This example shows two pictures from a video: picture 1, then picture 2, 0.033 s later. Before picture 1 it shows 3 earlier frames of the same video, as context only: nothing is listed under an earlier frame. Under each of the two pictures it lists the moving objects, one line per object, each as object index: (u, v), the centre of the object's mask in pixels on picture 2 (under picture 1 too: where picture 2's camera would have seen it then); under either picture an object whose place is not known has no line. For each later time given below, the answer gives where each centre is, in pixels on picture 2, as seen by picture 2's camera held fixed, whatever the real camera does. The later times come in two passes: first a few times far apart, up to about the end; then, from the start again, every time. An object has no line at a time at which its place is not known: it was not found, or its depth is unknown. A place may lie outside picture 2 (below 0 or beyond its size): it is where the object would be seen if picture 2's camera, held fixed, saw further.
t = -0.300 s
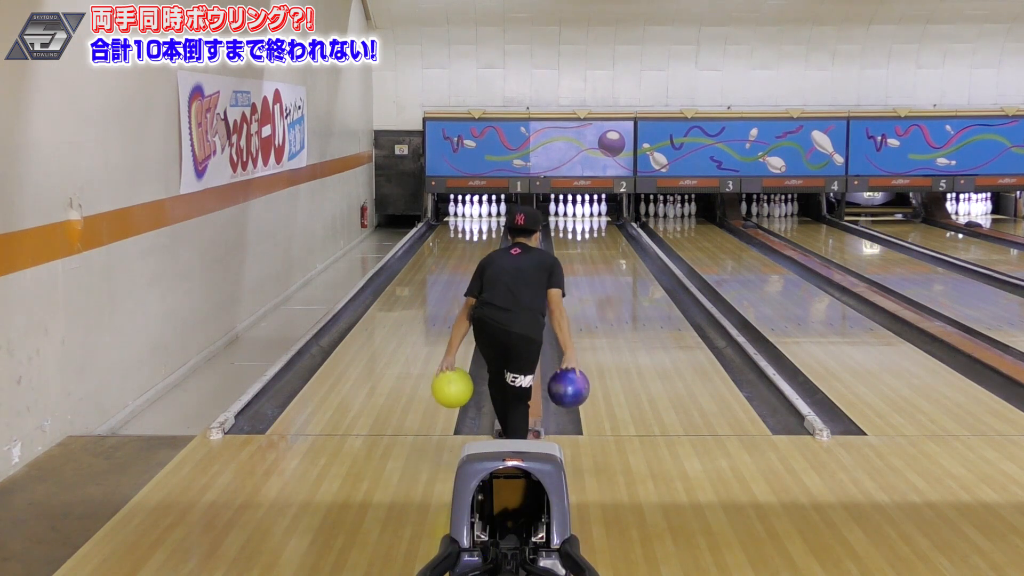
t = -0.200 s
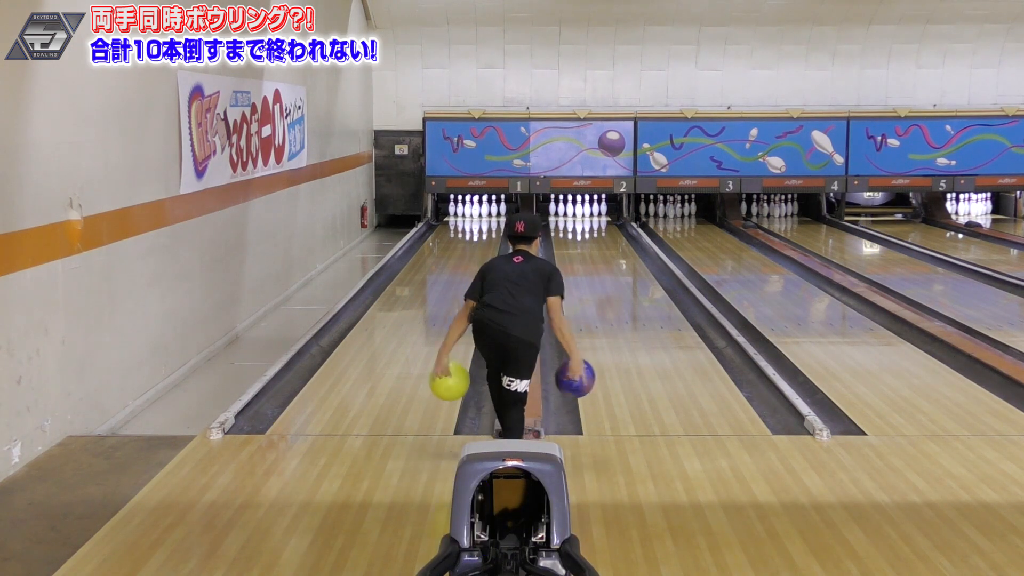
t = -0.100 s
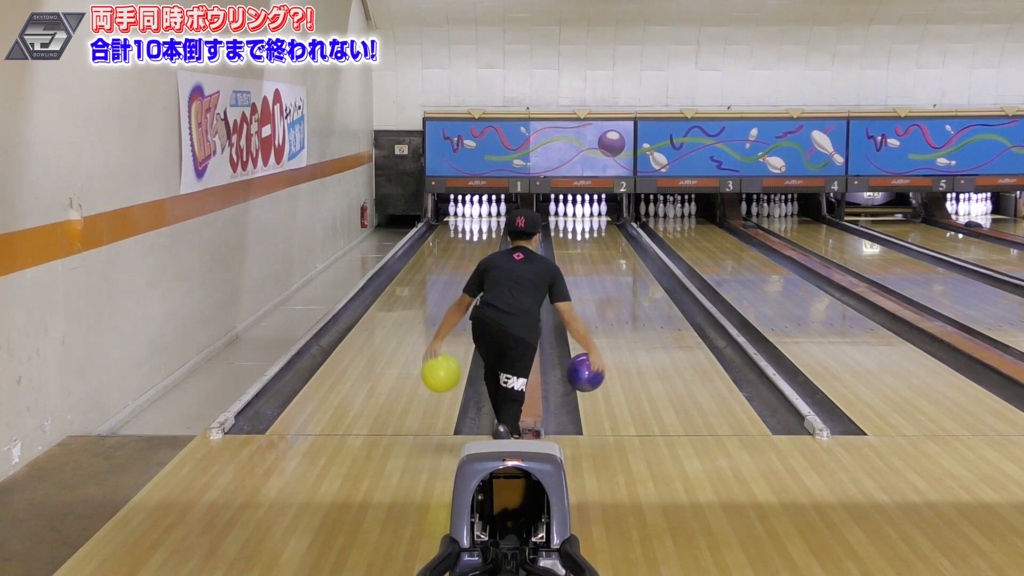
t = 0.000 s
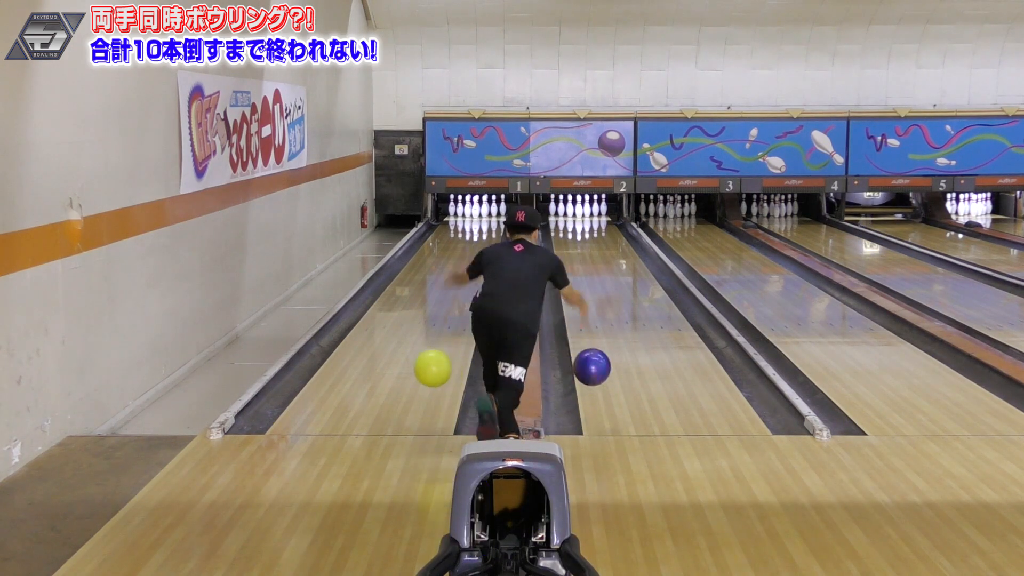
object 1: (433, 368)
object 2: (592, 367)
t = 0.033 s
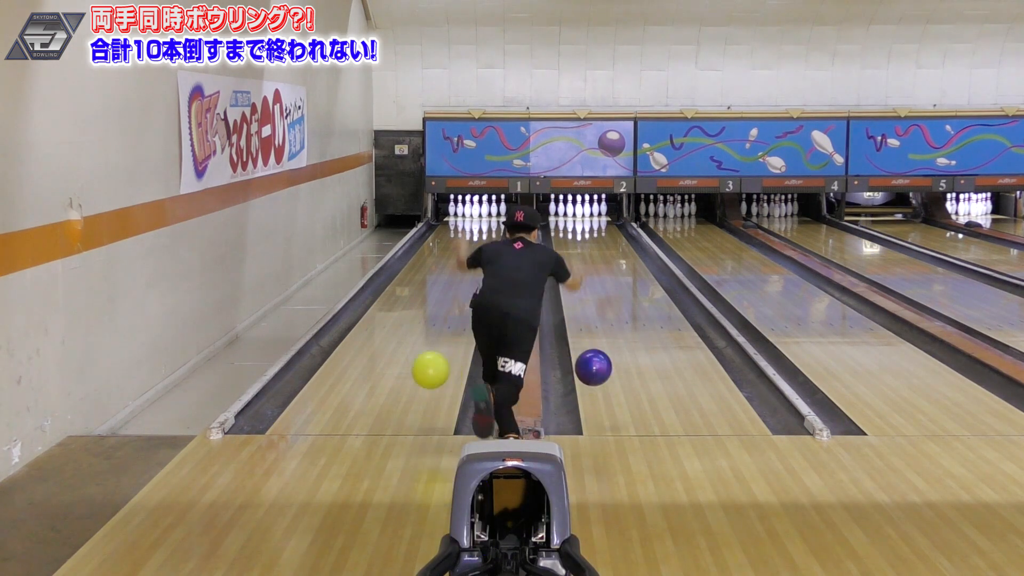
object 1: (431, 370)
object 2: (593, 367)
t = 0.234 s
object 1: (417, 388)
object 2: (600, 384)
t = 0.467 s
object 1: (404, 374)
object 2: (605, 366)
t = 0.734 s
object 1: (392, 356)
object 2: (603, 345)
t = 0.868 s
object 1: (387, 348)
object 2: (600, 337)
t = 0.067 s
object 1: (428, 373)
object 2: (595, 370)
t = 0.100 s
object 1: (426, 379)
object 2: (596, 373)
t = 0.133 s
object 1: (424, 386)
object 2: (597, 379)
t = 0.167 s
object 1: (421, 395)
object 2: (599, 387)
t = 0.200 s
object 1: (419, 393)
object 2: (600, 389)
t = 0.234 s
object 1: (417, 388)
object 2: (600, 384)
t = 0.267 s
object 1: (415, 385)
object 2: (601, 381)
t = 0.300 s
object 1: (413, 384)
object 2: (602, 379)
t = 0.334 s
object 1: (411, 384)
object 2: (603, 377)
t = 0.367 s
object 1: (409, 381)
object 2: (604, 374)
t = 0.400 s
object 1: (407, 379)
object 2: (604, 371)
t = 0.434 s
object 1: (406, 376)
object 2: (604, 368)
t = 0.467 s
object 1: (404, 374)
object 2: (605, 366)
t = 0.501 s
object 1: (402, 371)
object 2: (605, 363)
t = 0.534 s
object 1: (400, 369)
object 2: (605, 360)
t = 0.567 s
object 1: (399, 367)
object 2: (605, 357)
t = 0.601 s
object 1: (398, 365)
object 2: (604, 355)
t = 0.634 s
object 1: (396, 363)
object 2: (604, 352)
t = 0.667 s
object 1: (395, 360)
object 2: (604, 350)
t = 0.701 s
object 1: (393, 358)
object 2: (603, 347)
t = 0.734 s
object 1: (392, 356)
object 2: (603, 345)
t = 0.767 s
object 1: (390, 354)
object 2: (602, 343)
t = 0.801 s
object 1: (389, 352)
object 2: (602, 341)
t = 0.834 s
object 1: (388, 350)
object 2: (601, 339)
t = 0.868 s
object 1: (387, 348)
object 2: (600, 337)
